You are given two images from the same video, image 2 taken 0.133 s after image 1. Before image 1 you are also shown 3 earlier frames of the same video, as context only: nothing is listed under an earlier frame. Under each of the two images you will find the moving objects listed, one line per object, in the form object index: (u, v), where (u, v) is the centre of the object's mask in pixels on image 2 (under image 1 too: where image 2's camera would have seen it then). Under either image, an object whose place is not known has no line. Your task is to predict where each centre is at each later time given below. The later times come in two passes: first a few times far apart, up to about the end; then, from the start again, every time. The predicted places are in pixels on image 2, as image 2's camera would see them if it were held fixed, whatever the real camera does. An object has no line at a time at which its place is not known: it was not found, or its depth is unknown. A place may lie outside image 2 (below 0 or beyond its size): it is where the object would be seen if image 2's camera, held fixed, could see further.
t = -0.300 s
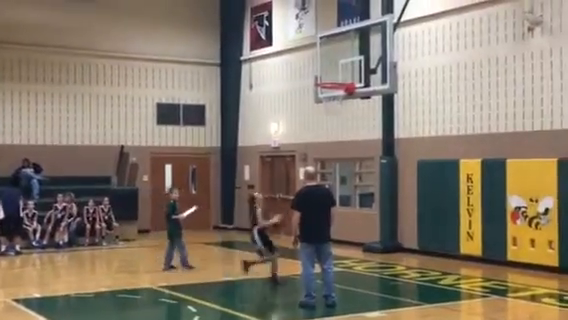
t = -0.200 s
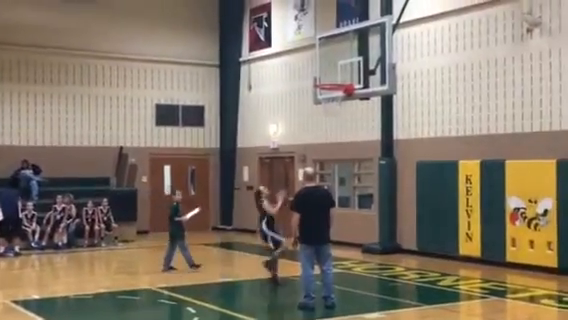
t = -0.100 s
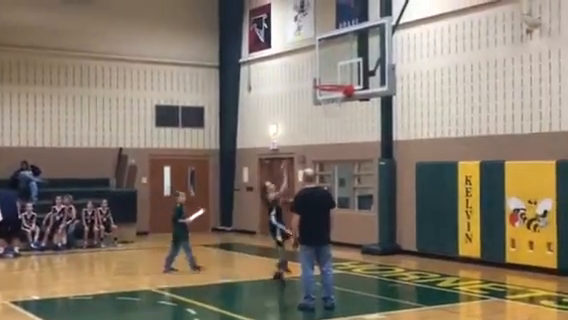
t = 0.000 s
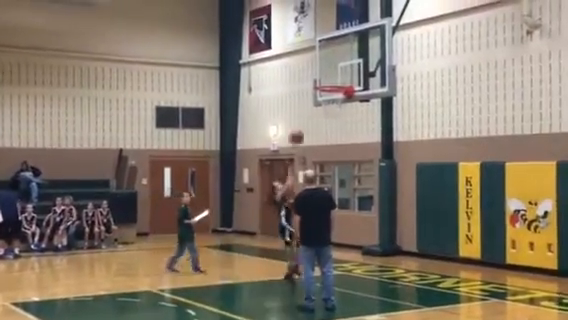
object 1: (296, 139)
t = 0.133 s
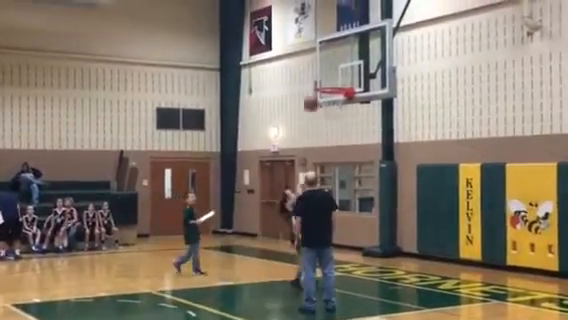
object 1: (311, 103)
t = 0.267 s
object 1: (324, 80)
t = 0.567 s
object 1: (328, 78)
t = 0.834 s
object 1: (324, 116)
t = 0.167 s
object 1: (313, 97)
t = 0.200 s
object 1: (313, 91)
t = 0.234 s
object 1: (320, 84)
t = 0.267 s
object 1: (324, 80)
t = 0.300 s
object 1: (327, 76)
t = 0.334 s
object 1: (331, 72)
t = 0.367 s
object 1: (332, 71)
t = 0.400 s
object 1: (332, 70)
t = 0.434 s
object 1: (331, 70)
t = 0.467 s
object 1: (331, 71)
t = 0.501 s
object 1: (330, 72)
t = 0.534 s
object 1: (329, 75)
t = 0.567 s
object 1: (328, 78)
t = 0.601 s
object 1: (327, 82)
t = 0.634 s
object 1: (326, 87)
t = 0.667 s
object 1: (326, 92)
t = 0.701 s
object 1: (326, 98)
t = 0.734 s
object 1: (324, 105)
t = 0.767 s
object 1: (324, 109)
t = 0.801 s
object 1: (324, 113)
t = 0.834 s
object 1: (324, 116)
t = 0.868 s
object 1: (325, 122)
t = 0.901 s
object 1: (325, 128)
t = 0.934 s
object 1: (325, 135)
